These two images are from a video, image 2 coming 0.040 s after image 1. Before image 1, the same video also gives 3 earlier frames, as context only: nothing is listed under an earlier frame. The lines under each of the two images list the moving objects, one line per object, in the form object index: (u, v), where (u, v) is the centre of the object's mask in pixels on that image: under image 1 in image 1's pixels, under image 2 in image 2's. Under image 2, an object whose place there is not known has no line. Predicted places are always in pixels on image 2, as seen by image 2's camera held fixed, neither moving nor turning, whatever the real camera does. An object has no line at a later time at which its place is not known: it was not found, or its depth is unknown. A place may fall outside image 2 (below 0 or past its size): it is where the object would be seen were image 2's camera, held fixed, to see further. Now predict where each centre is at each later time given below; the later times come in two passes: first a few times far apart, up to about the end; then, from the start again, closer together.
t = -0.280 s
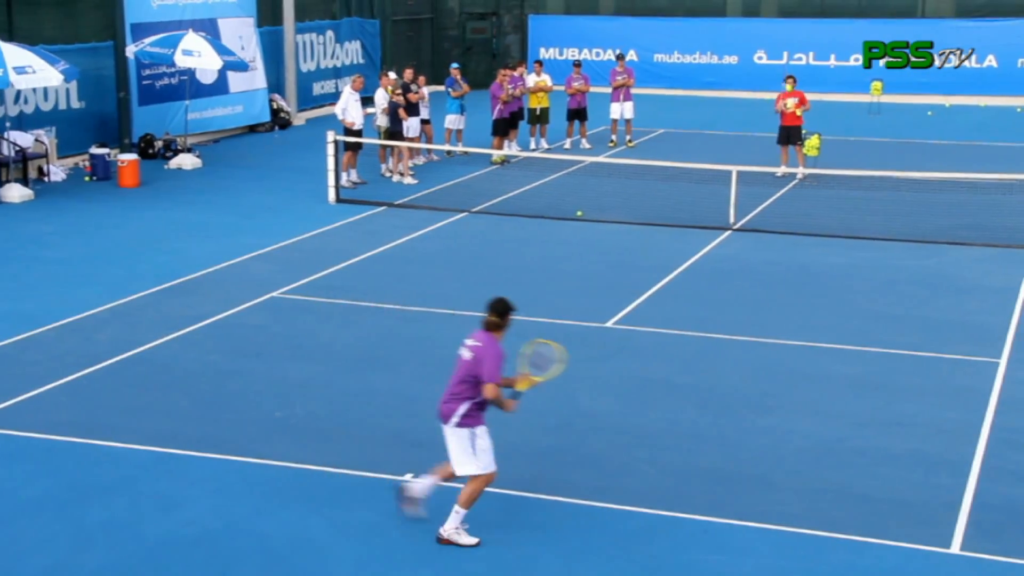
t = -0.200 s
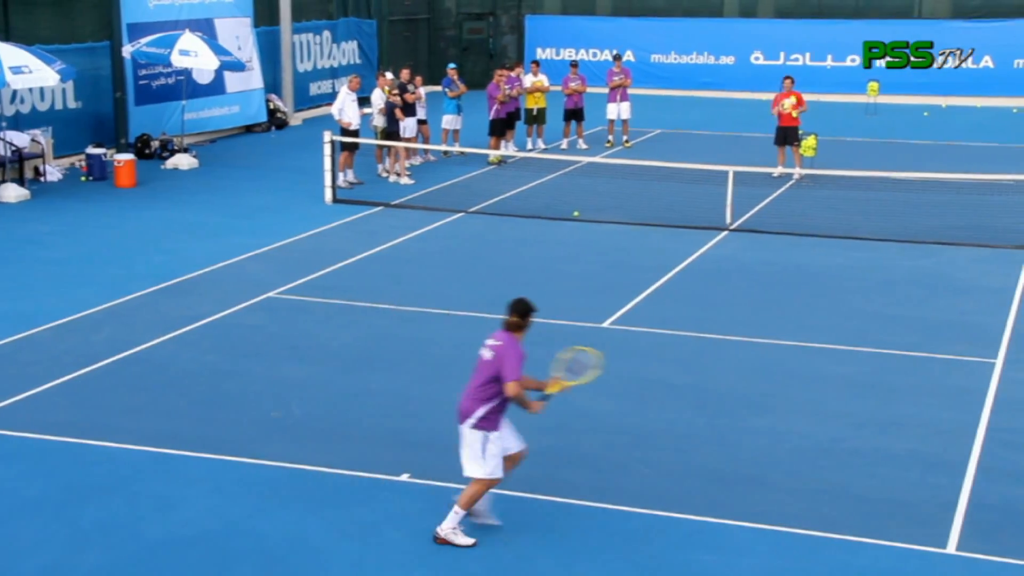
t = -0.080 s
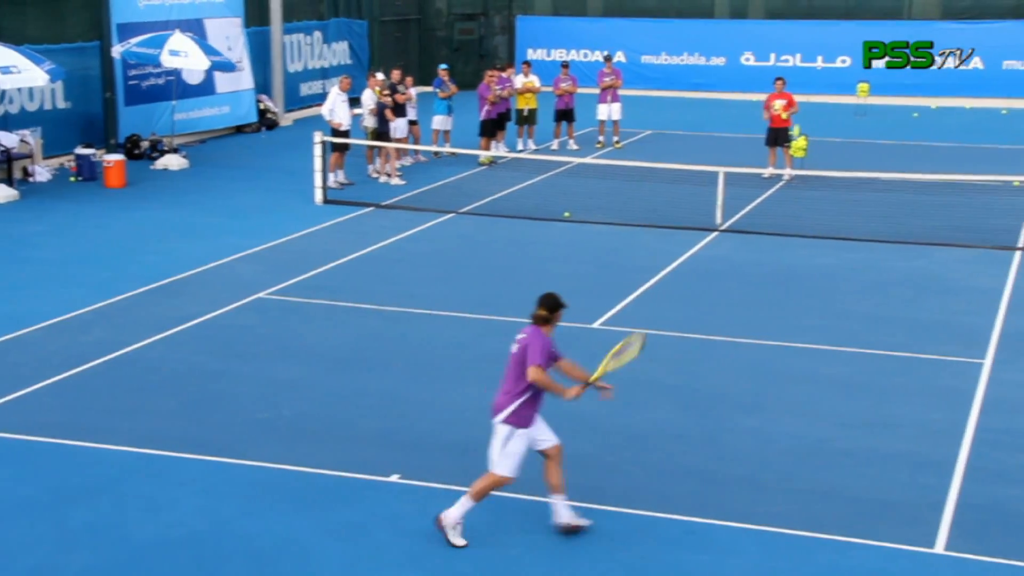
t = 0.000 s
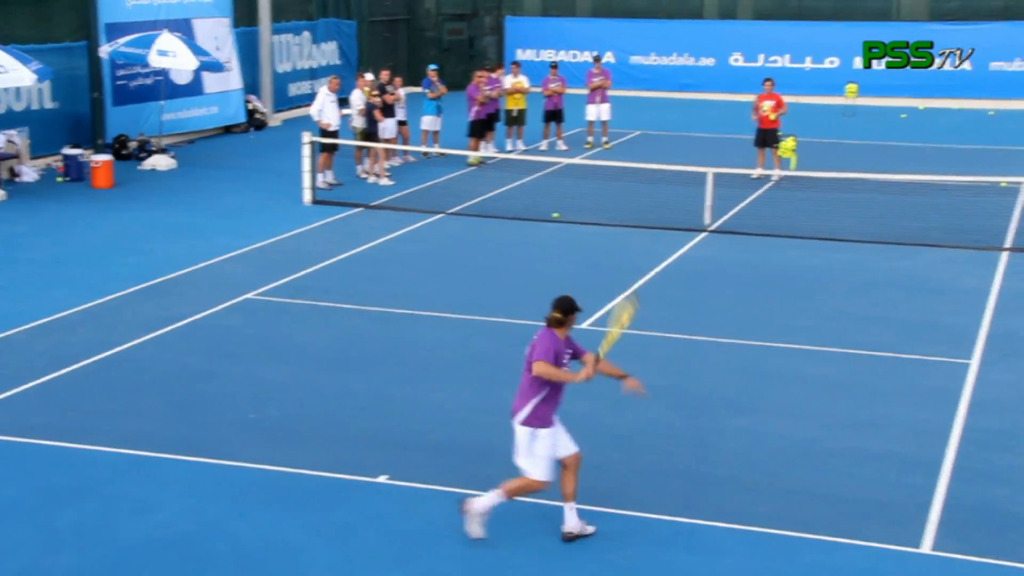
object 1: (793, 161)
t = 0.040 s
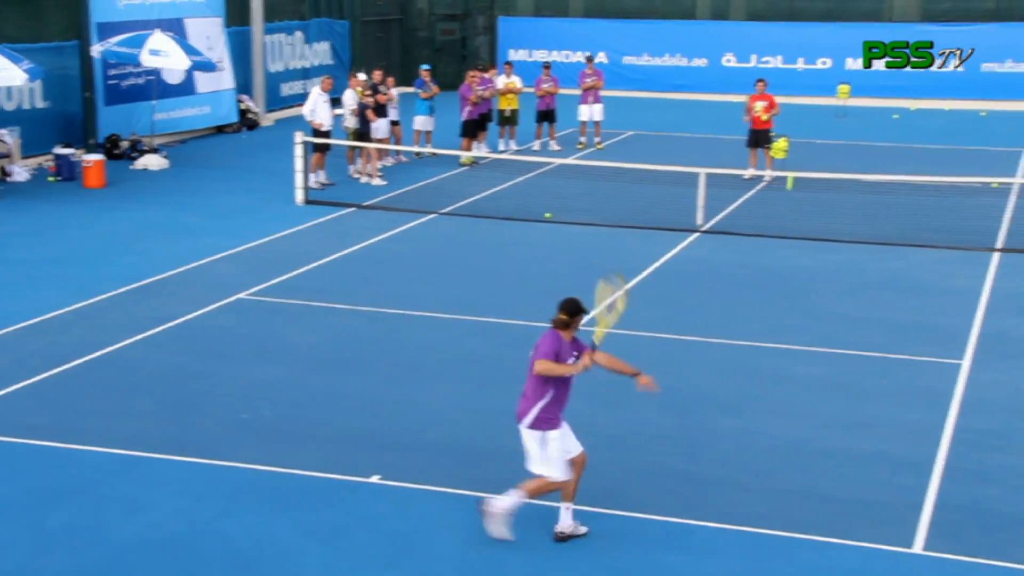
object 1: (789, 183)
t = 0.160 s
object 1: (804, 252)
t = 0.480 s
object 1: (852, 398)
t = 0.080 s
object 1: (795, 202)
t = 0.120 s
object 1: (800, 226)
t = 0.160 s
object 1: (804, 252)
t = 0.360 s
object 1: (832, 427)
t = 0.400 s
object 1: (839, 425)
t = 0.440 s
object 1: (845, 411)
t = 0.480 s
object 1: (852, 398)
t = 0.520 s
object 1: (859, 387)
